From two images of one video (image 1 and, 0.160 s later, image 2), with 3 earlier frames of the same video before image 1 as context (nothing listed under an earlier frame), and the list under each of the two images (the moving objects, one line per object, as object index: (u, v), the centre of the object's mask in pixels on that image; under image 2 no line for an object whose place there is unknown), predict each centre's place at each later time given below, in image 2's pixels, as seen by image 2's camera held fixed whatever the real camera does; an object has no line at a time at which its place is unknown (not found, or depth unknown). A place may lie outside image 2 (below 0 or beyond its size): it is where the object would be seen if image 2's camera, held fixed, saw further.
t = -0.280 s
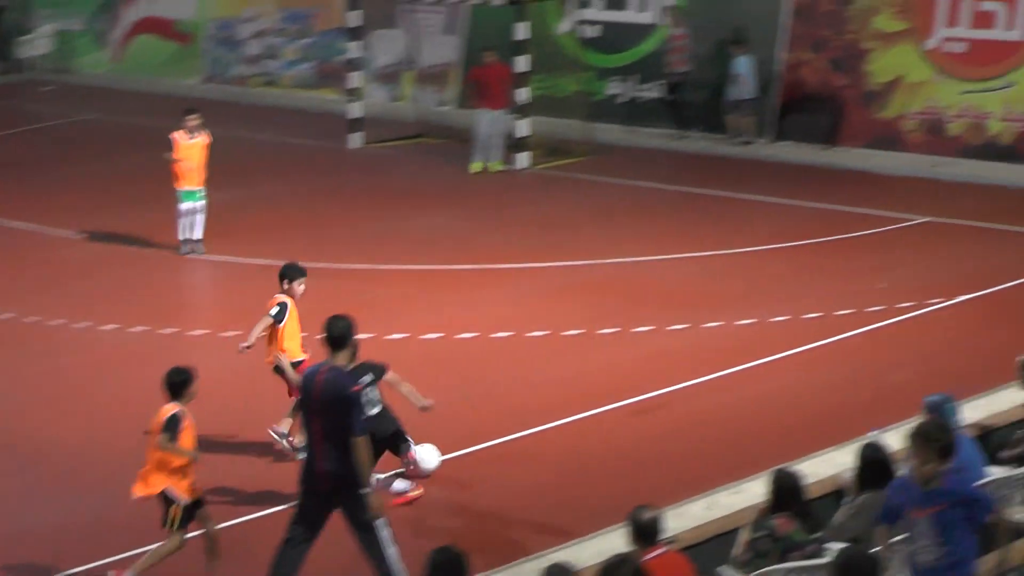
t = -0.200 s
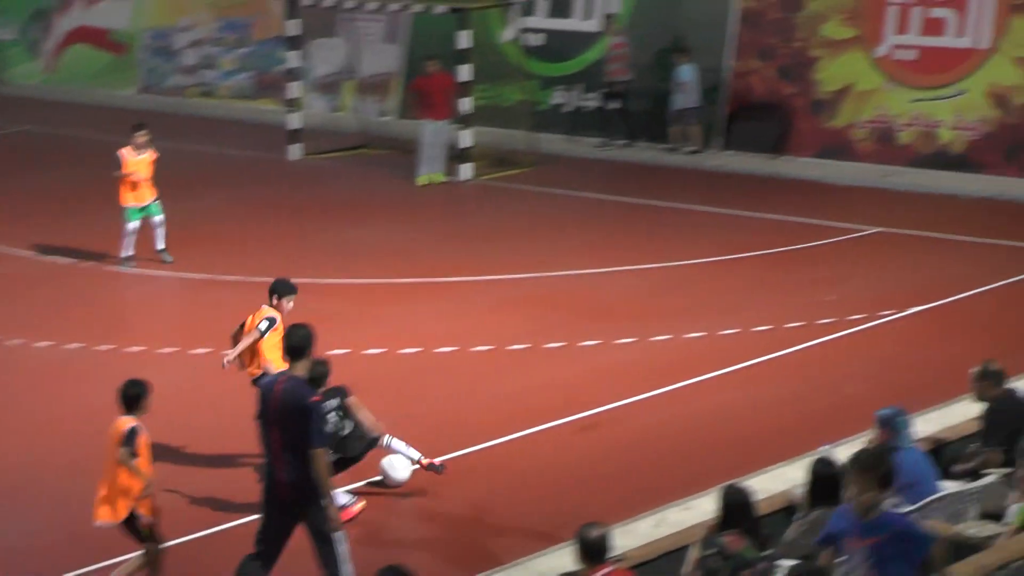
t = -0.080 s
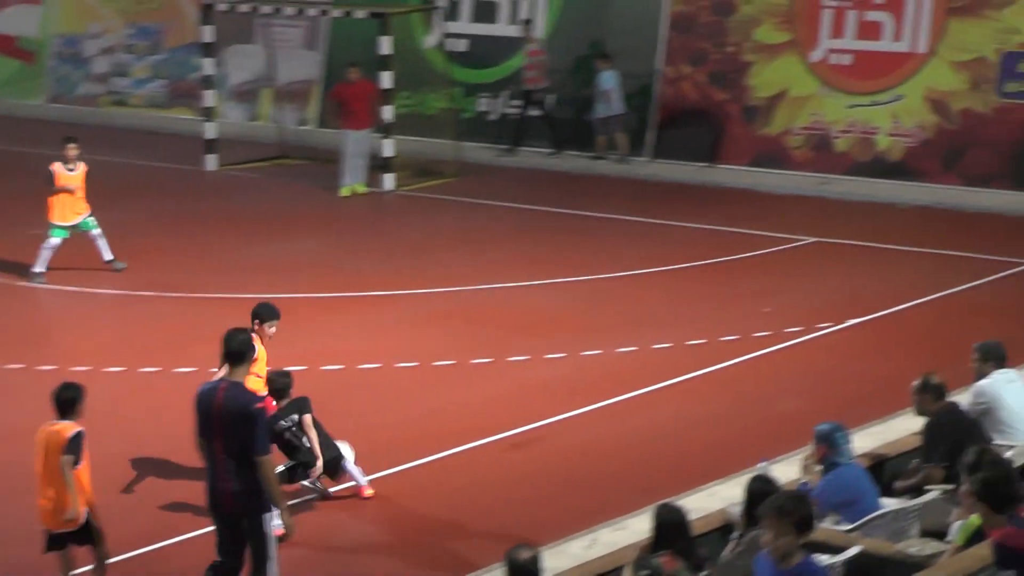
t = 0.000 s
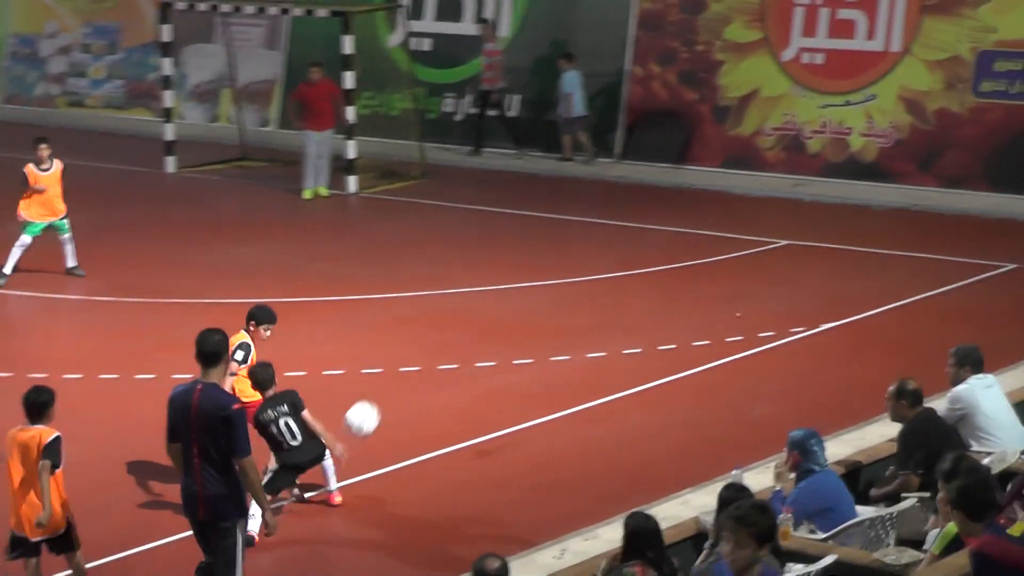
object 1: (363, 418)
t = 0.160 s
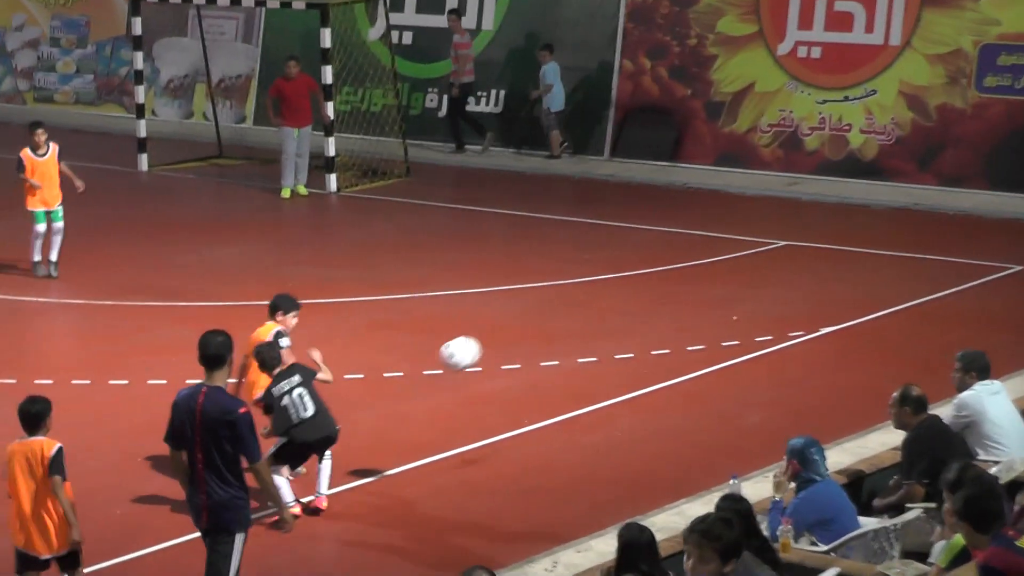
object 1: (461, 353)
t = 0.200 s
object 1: (487, 340)
